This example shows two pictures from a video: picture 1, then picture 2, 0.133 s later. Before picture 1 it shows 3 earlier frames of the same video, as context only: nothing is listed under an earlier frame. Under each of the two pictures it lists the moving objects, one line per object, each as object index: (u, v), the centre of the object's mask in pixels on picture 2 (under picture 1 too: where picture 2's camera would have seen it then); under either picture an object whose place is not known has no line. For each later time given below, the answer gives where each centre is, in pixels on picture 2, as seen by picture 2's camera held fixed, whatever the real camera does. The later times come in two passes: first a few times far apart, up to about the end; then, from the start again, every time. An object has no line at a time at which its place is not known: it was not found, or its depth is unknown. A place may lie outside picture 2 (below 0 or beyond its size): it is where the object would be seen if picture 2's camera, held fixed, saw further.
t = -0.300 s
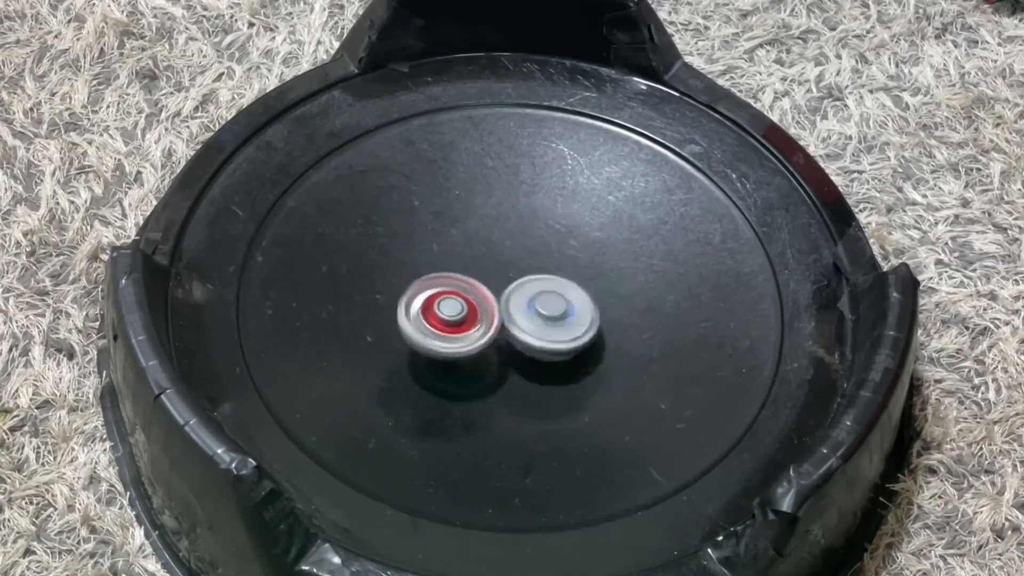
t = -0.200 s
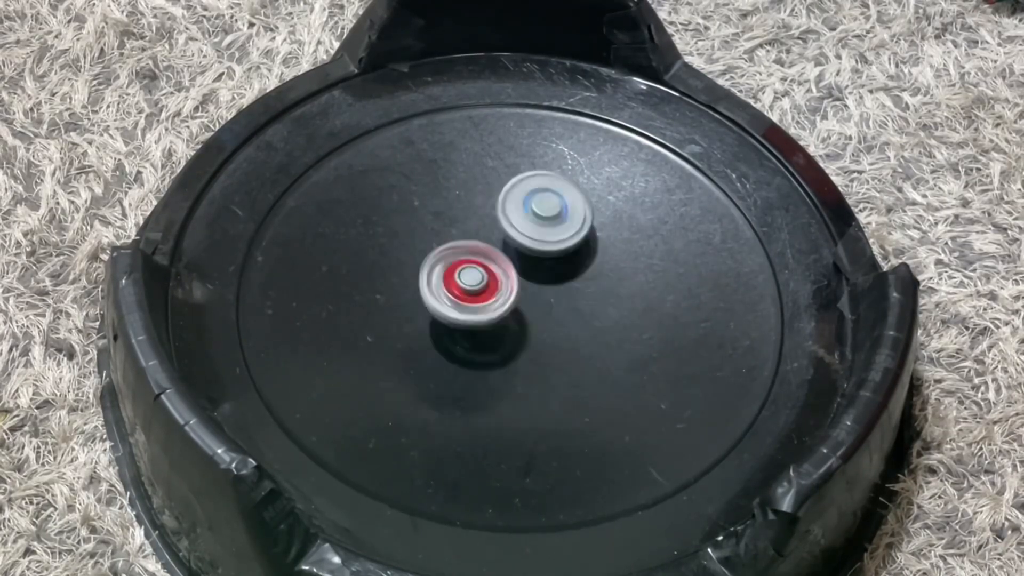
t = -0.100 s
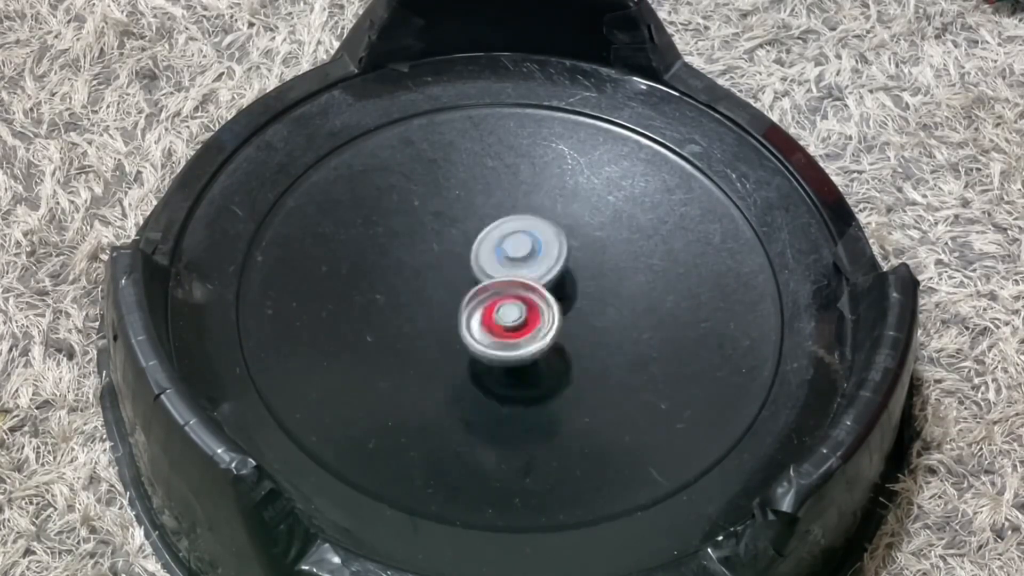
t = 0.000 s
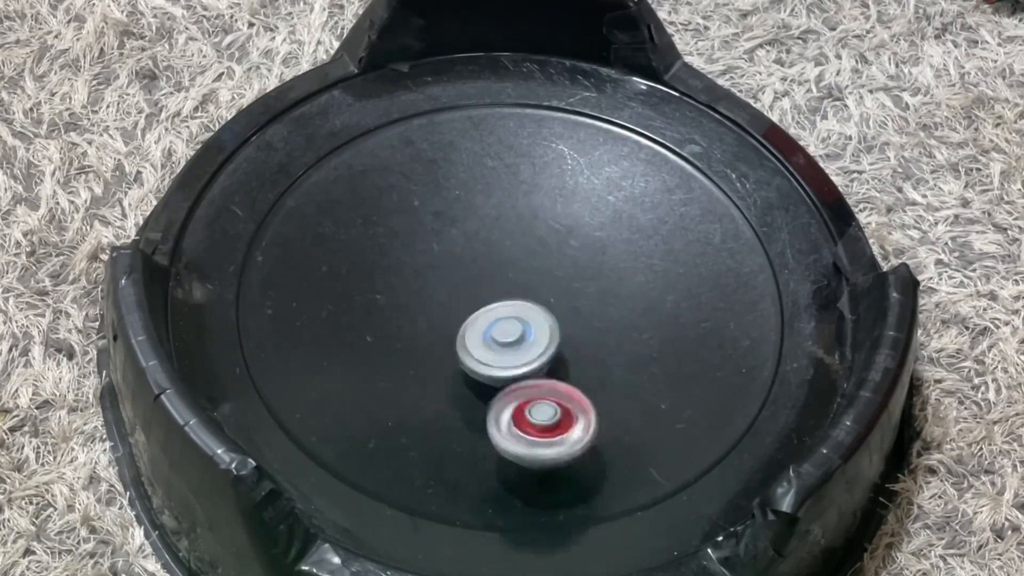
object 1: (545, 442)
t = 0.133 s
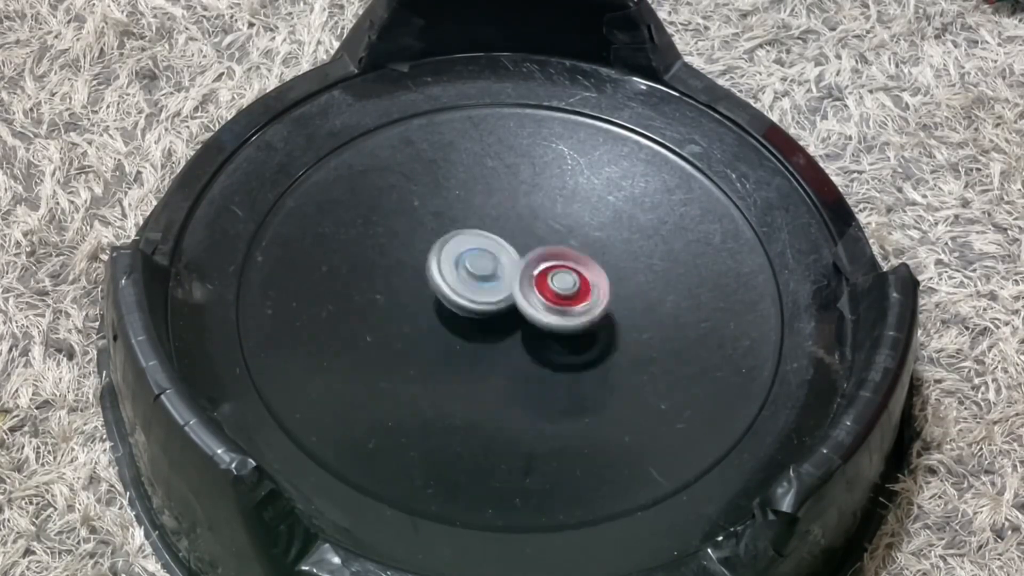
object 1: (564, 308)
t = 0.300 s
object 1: (607, 263)
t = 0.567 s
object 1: (487, 260)
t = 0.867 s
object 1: (464, 209)
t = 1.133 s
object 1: (504, 212)
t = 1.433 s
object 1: (615, 276)
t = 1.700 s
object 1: (634, 358)
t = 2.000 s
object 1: (527, 390)
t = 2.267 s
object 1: (468, 331)
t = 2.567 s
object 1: (520, 277)
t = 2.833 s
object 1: (589, 323)
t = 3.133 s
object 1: (558, 397)
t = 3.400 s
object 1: (449, 377)
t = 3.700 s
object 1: (431, 275)
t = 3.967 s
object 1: (504, 250)
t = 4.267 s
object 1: (574, 287)
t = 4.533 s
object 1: (567, 332)
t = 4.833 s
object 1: (527, 340)
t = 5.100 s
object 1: (528, 331)
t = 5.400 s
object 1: (544, 304)
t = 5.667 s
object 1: (542, 282)
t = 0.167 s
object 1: (577, 269)
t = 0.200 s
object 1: (594, 236)
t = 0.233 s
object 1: (618, 224)
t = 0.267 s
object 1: (622, 235)
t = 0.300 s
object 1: (607, 263)
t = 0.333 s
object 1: (568, 286)
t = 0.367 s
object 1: (539, 283)
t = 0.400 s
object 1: (529, 283)
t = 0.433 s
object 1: (518, 280)
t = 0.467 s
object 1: (509, 278)
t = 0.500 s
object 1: (499, 271)
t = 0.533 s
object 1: (495, 268)
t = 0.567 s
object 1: (487, 260)
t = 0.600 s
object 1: (481, 252)
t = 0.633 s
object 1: (476, 243)
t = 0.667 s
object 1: (472, 234)
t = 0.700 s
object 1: (475, 234)
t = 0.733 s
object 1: (472, 228)
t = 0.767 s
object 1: (469, 223)
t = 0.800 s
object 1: (467, 219)
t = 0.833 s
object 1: (465, 213)
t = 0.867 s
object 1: (464, 209)
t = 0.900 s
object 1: (464, 205)
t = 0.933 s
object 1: (465, 202)
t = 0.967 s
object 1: (466, 200)
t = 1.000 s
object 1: (469, 199)
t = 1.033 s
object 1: (472, 201)
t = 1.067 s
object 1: (481, 204)
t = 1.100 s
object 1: (490, 209)
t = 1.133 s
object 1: (504, 212)
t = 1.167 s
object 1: (518, 218)
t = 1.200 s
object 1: (529, 224)
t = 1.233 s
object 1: (541, 229)
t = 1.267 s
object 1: (557, 236)
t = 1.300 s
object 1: (572, 244)
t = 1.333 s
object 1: (582, 251)
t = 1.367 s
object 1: (594, 259)
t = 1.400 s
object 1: (608, 268)
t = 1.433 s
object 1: (615, 276)
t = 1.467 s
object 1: (620, 285)
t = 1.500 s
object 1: (634, 295)
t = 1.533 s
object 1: (644, 307)
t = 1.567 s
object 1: (646, 318)
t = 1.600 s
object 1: (646, 329)
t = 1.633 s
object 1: (645, 338)
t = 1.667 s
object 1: (640, 348)
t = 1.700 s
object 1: (634, 358)
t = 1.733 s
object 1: (626, 367)
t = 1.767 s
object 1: (615, 374)
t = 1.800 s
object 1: (603, 380)
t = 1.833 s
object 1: (590, 384)
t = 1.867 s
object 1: (576, 387)
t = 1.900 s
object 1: (563, 390)
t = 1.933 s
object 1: (550, 391)
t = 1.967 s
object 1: (539, 393)
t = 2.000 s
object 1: (527, 390)
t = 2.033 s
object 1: (513, 384)
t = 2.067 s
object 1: (502, 378)
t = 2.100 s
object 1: (496, 377)
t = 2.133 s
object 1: (488, 371)
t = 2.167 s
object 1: (478, 361)
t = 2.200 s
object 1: (473, 351)
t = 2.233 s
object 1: (470, 341)
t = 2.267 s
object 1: (468, 331)
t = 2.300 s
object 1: (465, 304)
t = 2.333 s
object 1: (467, 307)
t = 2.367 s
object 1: (471, 300)
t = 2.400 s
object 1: (477, 296)
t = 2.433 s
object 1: (481, 275)
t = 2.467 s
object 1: (490, 284)
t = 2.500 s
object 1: (499, 282)
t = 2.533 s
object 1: (509, 279)
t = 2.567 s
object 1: (520, 277)
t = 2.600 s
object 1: (532, 280)
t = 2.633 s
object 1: (543, 281)
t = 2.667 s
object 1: (554, 281)
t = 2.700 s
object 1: (564, 286)
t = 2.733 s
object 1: (573, 294)
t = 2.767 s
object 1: (580, 304)
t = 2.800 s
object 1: (584, 312)
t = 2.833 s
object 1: (589, 323)
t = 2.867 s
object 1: (592, 334)
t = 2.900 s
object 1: (591, 342)
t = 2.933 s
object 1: (590, 353)
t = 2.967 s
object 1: (590, 364)
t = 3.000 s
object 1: (588, 371)
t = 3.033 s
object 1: (582, 380)
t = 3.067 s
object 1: (576, 388)
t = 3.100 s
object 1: (568, 393)
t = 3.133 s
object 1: (558, 397)
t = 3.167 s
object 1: (547, 402)
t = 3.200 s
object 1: (536, 403)
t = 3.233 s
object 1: (526, 402)
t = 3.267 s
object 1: (515, 400)
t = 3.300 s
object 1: (503, 395)
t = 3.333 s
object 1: (489, 389)
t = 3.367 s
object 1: (466, 386)
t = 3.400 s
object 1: (449, 377)
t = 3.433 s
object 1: (441, 367)
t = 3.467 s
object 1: (436, 356)
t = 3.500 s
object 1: (433, 345)
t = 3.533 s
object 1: (432, 323)
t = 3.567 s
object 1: (432, 311)
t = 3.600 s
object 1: (424, 299)
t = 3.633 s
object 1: (420, 291)
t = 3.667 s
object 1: (422, 281)
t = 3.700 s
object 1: (431, 275)
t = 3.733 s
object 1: (442, 270)
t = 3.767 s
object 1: (449, 271)
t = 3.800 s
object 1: (455, 253)
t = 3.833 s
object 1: (468, 259)
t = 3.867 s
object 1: (479, 257)
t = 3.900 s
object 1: (487, 252)
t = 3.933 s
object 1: (495, 251)
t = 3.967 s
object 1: (504, 250)
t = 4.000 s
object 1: (514, 254)
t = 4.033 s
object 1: (524, 257)
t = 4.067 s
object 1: (531, 262)
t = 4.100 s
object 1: (539, 264)
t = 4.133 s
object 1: (545, 264)
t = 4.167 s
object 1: (553, 269)
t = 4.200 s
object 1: (557, 272)
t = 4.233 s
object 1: (569, 279)
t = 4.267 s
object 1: (574, 287)
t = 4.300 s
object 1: (578, 294)
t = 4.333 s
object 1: (579, 303)
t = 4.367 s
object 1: (580, 309)
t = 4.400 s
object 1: (578, 315)
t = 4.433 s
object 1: (577, 318)
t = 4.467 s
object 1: (575, 324)
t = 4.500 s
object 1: (571, 327)
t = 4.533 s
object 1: (567, 332)
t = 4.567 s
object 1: (562, 335)
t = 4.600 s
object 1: (558, 337)
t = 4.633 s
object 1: (550, 339)
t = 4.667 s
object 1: (548, 341)
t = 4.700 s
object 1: (542, 342)
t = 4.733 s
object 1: (539, 342)
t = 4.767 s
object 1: (533, 341)
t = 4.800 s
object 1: (530, 341)
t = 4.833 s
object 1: (527, 340)
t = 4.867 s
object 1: (524, 339)
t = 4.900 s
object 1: (523, 339)
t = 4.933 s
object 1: (521, 337)
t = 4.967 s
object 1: (523, 338)
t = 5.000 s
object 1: (524, 335)
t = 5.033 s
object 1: (525, 335)
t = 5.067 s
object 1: (527, 334)
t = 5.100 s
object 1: (528, 331)
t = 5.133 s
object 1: (531, 329)
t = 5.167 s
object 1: (533, 326)
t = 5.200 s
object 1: (534, 323)
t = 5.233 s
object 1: (537, 321)
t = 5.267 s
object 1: (538, 317)
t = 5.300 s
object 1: (541, 314)
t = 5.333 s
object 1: (542, 311)
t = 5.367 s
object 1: (543, 310)
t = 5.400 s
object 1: (544, 304)
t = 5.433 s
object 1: (544, 300)
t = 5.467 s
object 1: (545, 297)
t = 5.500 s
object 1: (544, 294)
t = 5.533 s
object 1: (544, 291)
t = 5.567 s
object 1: (544, 288)
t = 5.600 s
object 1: (543, 285)
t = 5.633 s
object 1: (542, 282)
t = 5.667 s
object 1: (542, 282)
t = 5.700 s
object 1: (541, 279)
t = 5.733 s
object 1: (542, 278)
